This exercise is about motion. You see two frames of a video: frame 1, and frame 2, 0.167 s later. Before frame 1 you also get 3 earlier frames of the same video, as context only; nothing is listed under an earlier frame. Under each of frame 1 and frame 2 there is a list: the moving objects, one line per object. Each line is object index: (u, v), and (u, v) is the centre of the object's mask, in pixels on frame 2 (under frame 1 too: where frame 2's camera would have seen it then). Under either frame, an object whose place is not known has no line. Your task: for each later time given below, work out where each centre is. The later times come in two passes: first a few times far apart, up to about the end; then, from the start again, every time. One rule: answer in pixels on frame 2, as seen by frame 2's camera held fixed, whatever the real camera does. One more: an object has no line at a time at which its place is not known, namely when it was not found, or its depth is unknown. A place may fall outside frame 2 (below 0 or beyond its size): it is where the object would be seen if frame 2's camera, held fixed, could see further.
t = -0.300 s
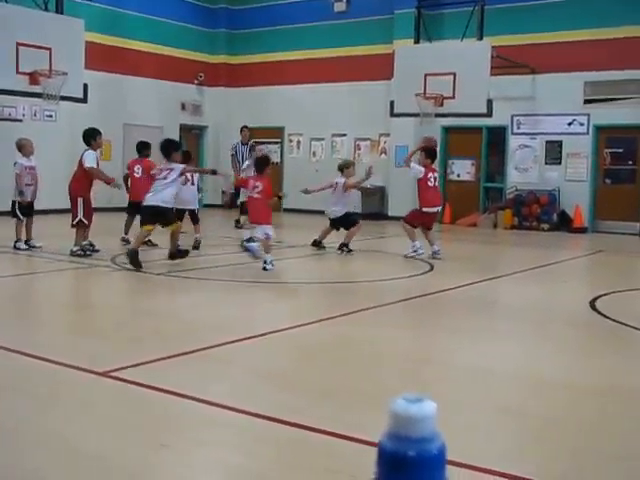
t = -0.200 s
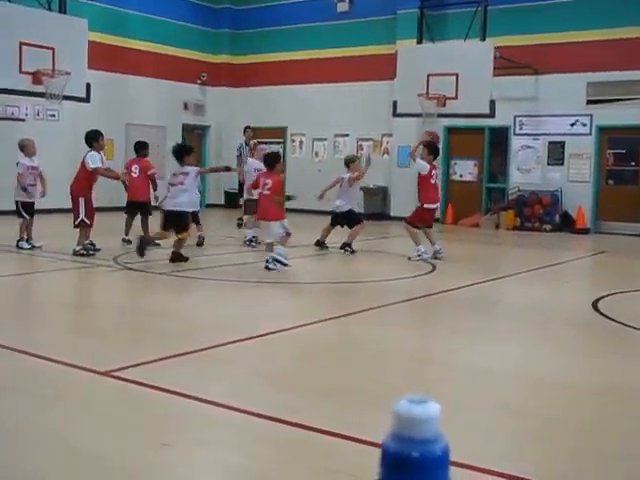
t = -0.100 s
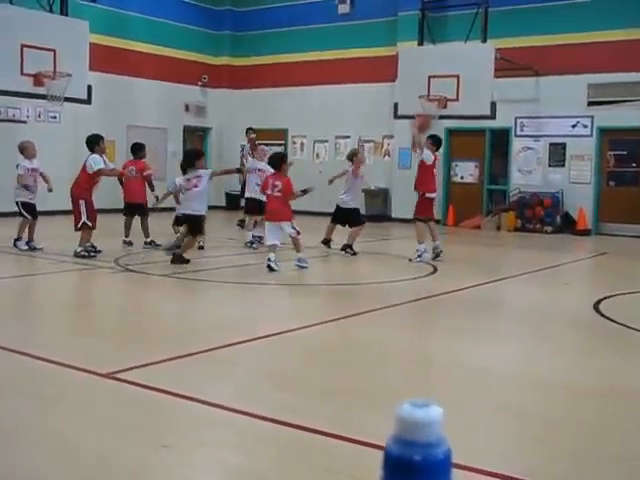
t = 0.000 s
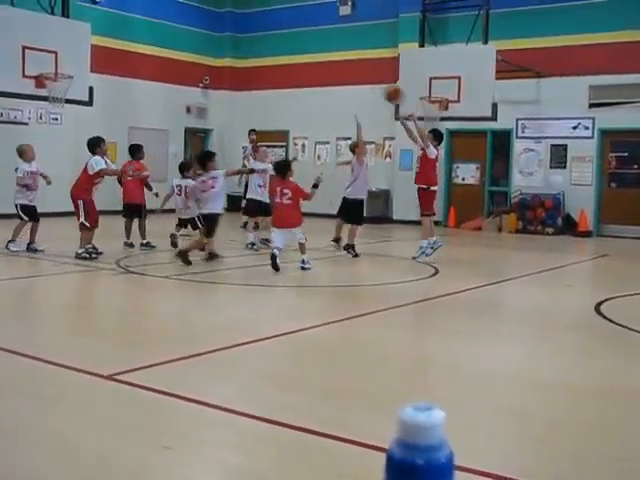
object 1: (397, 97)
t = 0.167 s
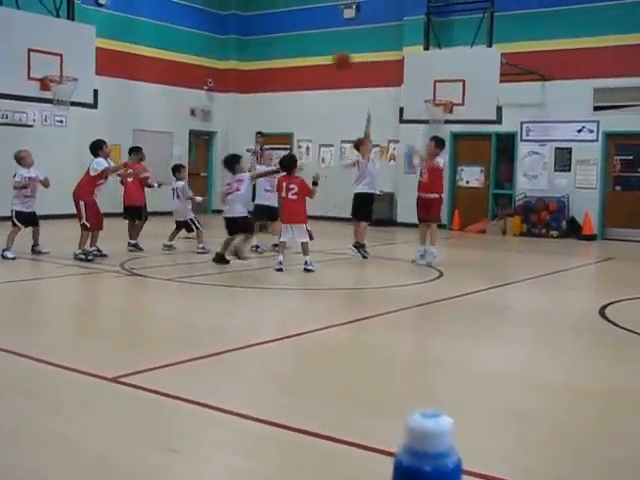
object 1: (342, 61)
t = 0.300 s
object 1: (297, 48)
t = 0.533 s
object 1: (216, 61)
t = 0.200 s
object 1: (330, 56)
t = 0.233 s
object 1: (319, 53)
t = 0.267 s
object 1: (308, 50)
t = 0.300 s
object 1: (297, 48)
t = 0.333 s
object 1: (286, 48)
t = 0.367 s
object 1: (274, 48)
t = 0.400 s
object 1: (263, 49)
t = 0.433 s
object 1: (251, 50)
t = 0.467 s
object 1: (239, 53)
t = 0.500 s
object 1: (228, 56)
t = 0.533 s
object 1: (216, 61)
